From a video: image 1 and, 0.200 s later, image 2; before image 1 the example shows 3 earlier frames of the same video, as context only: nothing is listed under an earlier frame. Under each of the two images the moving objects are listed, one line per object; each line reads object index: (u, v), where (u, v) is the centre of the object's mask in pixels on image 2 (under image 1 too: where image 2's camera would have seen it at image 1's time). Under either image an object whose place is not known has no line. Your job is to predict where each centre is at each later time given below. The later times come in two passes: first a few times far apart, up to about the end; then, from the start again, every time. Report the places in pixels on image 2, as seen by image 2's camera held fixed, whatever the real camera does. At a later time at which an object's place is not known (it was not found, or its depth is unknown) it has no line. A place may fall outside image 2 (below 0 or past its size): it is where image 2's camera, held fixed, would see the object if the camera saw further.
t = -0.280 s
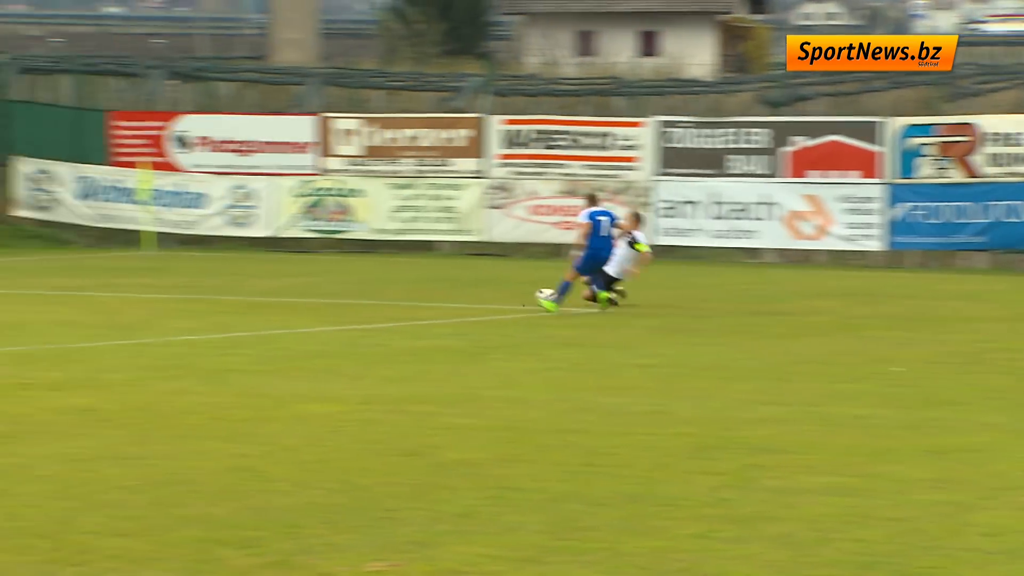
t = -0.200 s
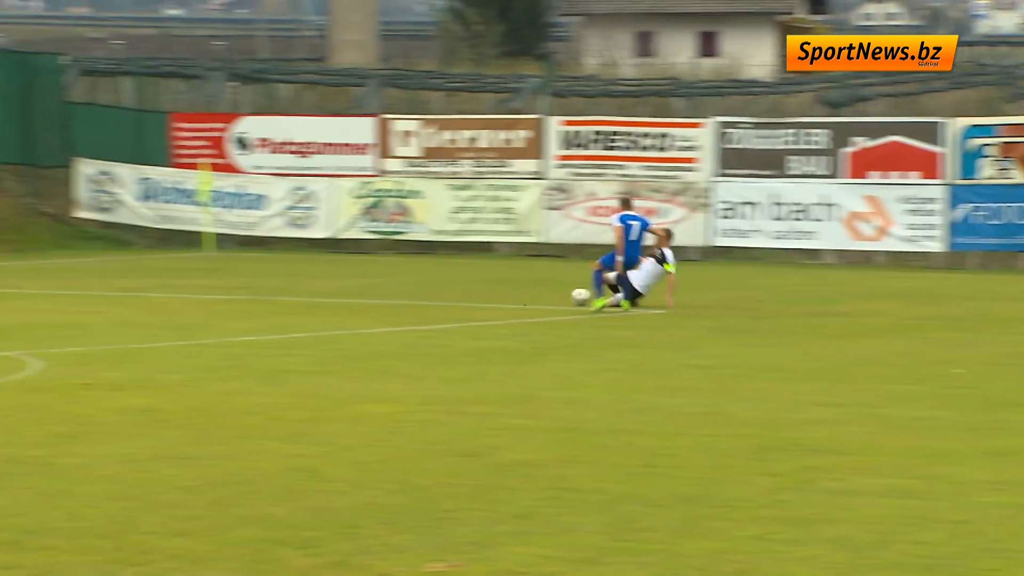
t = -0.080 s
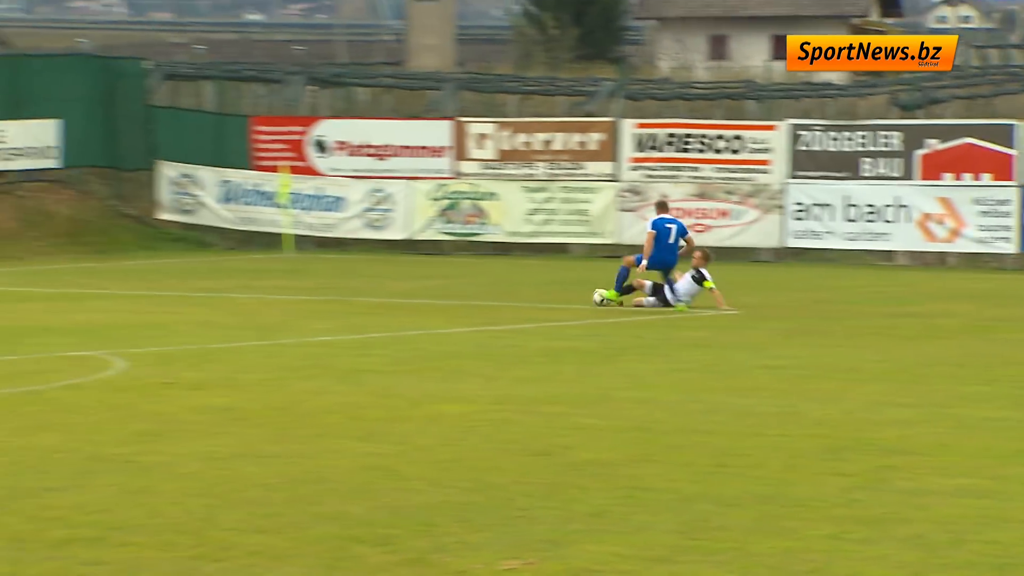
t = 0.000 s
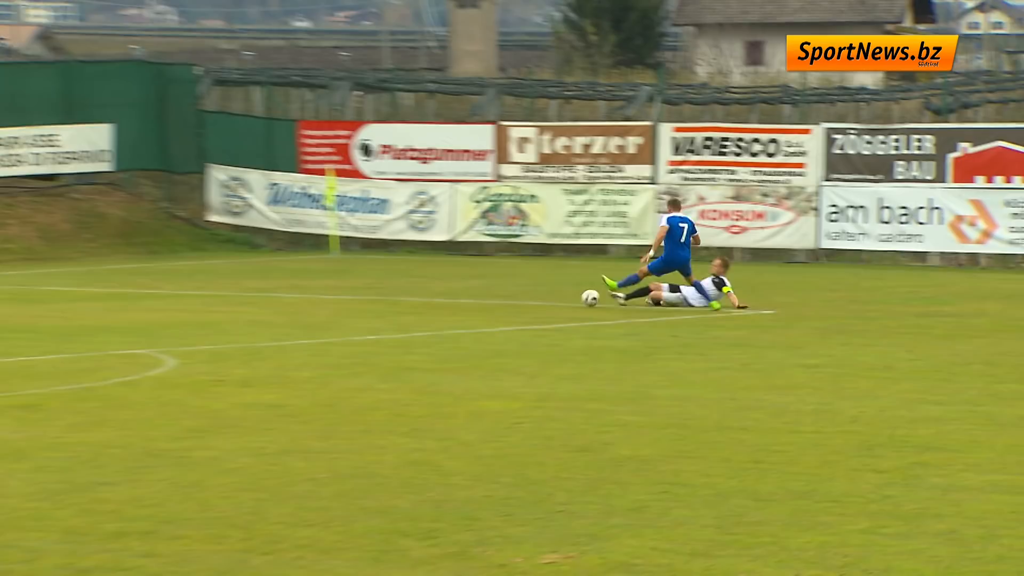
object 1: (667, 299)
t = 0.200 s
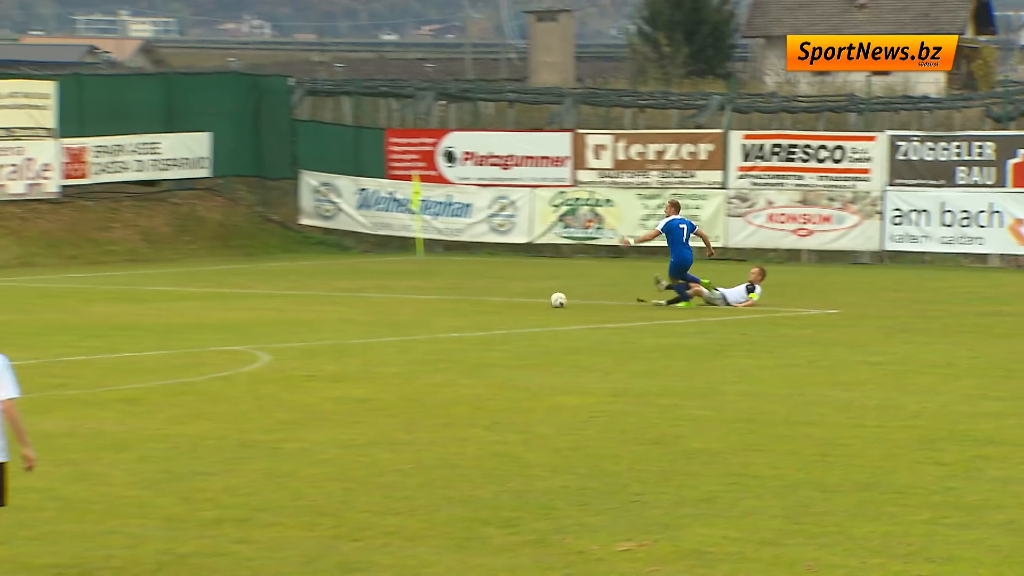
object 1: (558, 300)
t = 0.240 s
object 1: (539, 300)
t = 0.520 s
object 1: (410, 302)
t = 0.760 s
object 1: (302, 306)
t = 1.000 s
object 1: (195, 307)
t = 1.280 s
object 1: (71, 310)
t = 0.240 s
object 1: (539, 300)
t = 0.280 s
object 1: (520, 300)
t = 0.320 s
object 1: (501, 301)
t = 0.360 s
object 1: (483, 301)
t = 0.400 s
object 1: (464, 301)
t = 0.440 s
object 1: (447, 302)
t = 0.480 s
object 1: (428, 302)
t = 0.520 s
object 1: (410, 302)
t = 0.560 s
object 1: (392, 303)
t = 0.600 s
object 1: (374, 303)
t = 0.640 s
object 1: (356, 303)
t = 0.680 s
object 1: (338, 303)
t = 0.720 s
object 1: (320, 304)
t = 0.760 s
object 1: (302, 306)
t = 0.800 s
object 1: (284, 306)
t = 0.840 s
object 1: (265, 306)
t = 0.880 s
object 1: (248, 306)
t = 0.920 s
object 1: (231, 305)
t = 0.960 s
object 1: (212, 305)
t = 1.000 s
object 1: (195, 307)
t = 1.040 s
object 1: (177, 308)
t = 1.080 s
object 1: (159, 308)
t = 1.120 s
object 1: (141, 306)
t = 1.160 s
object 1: (124, 306)
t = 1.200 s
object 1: (107, 307)
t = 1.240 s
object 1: (89, 310)
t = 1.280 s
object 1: (71, 310)
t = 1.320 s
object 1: (53, 309)
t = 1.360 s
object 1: (35, 309)
